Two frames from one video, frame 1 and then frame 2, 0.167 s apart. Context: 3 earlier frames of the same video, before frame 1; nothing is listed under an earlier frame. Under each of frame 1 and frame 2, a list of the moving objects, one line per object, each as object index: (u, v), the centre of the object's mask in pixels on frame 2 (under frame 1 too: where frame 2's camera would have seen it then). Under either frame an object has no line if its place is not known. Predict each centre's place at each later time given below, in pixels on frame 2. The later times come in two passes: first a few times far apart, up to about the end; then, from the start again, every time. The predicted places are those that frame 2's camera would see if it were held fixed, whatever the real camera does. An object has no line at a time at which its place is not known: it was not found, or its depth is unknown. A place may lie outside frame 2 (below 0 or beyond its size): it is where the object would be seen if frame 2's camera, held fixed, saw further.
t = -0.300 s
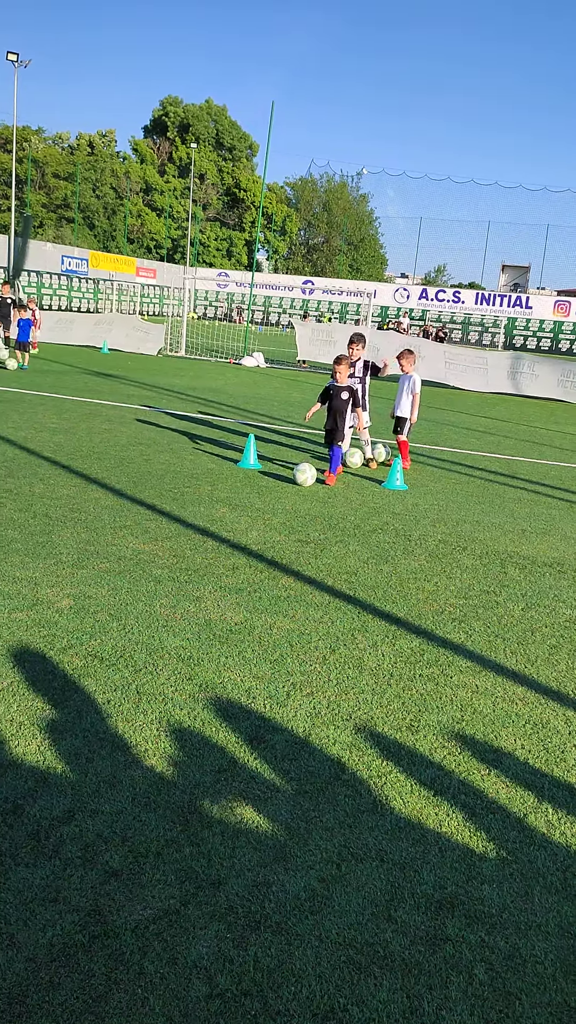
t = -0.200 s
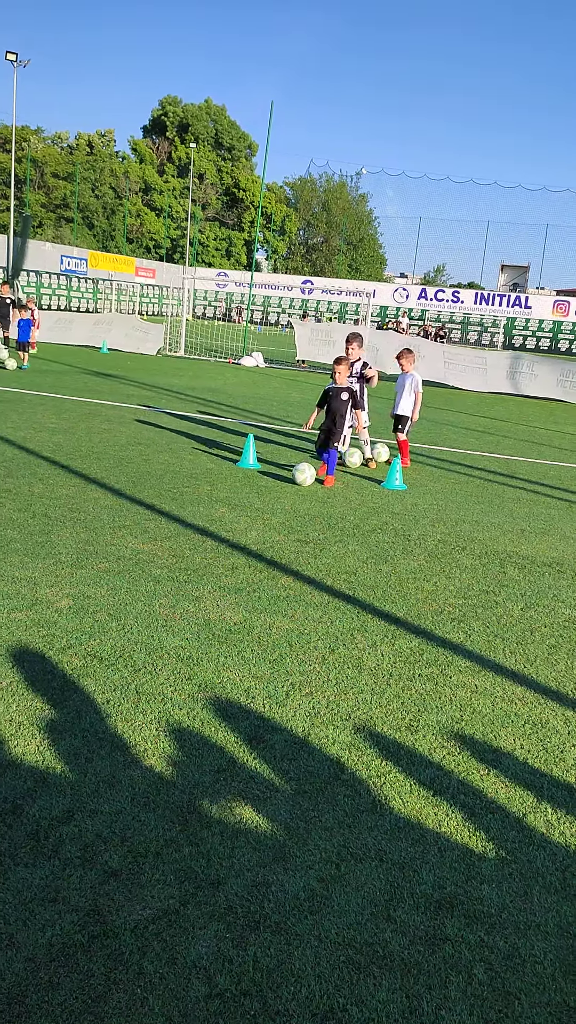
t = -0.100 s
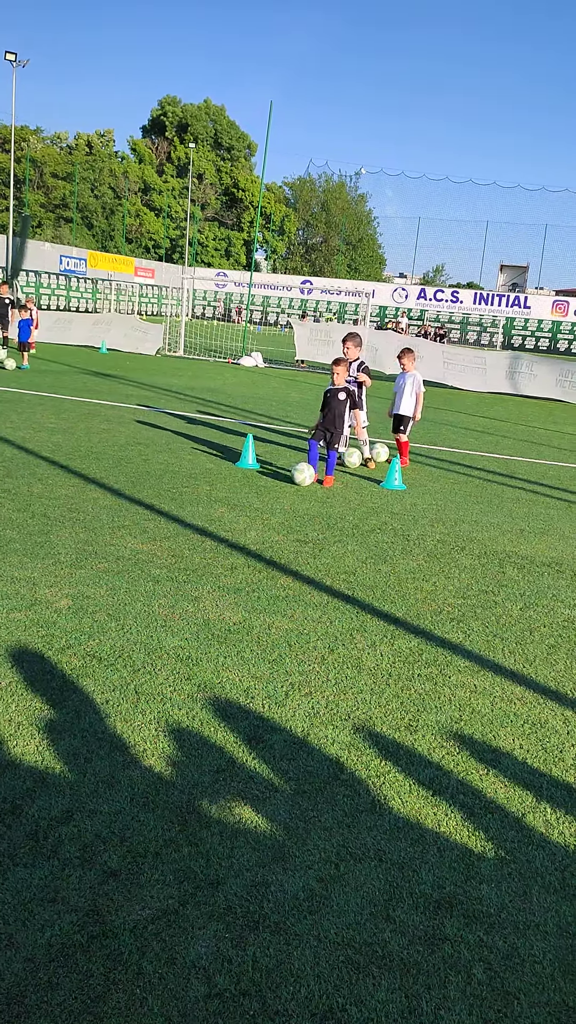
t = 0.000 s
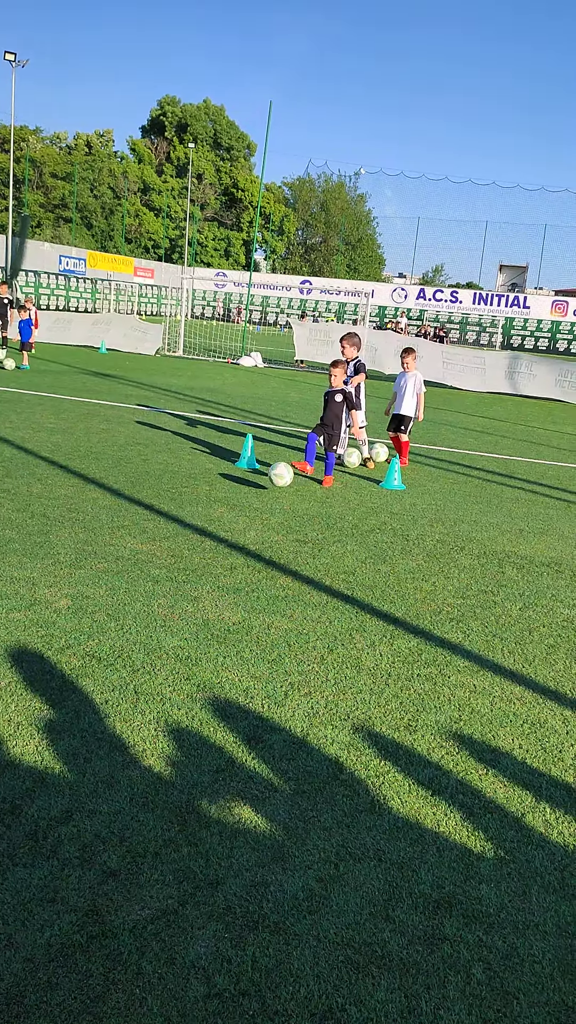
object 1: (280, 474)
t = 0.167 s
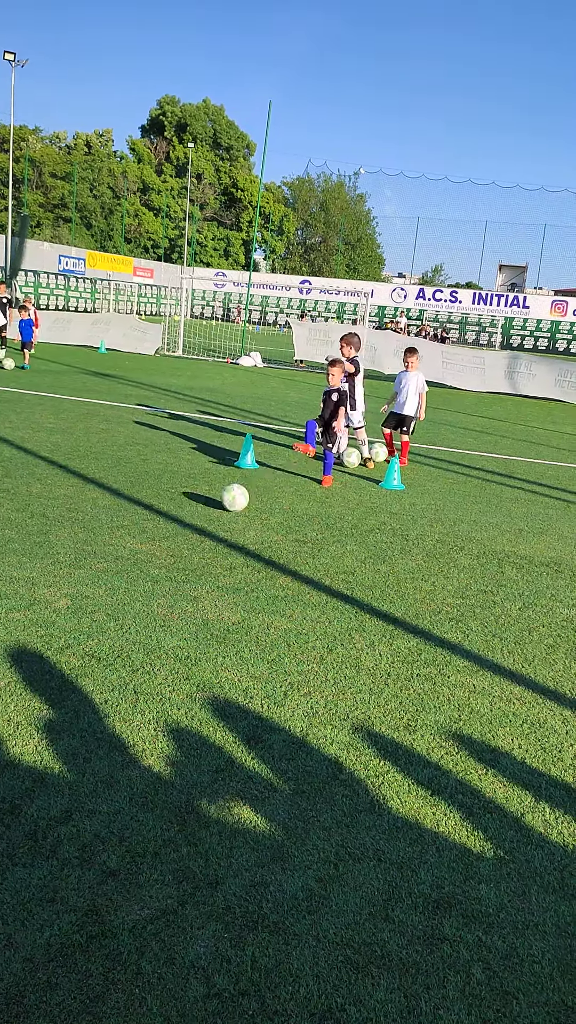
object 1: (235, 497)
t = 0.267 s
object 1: (210, 503)
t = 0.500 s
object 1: (152, 524)
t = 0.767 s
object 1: (71, 556)
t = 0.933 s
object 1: (13, 581)
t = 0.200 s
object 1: (227, 498)
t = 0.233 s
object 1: (219, 499)
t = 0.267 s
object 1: (210, 503)
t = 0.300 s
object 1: (201, 508)
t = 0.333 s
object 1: (191, 514)
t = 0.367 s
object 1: (184, 513)
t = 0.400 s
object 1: (177, 513)
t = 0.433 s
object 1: (169, 514)
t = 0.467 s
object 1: (161, 518)
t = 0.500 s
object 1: (152, 524)
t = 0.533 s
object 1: (143, 532)
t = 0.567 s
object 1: (134, 534)
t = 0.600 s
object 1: (125, 534)
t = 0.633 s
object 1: (115, 537)
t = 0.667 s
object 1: (104, 542)
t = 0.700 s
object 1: (93, 549)
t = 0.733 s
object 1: (82, 553)
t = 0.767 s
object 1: (71, 556)
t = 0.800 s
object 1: (60, 560)
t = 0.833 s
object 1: (48, 566)
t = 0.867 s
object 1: (35, 572)
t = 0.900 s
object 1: (22, 575)
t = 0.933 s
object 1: (13, 581)
